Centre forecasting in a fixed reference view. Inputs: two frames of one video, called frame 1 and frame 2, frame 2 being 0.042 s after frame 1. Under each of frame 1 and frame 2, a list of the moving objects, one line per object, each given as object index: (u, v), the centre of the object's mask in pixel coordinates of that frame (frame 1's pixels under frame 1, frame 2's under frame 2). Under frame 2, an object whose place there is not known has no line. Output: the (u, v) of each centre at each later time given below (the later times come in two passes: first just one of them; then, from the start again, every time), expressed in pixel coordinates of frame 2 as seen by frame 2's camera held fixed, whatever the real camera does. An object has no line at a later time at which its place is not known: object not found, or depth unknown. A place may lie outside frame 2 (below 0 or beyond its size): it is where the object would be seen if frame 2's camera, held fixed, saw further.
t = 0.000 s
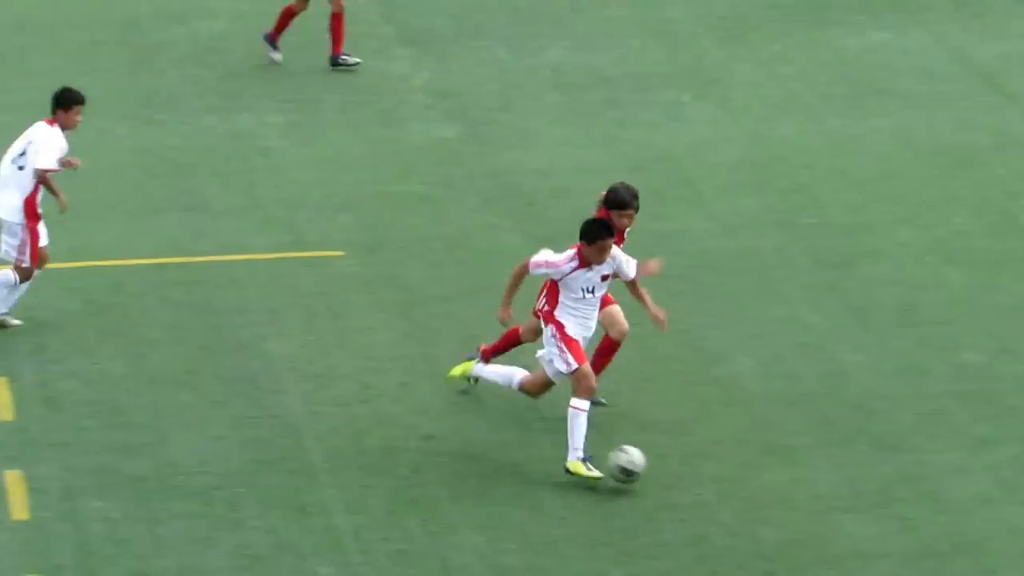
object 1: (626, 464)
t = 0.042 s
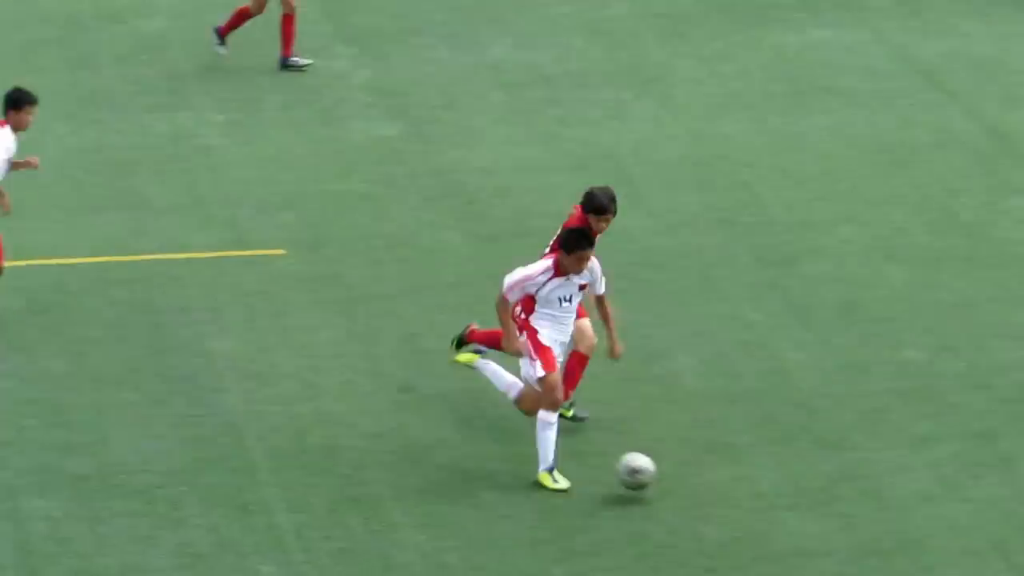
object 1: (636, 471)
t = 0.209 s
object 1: (900, 514)
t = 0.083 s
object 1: (704, 483)
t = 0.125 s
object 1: (773, 500)
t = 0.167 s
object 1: (837, 508)
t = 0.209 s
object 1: (900, 514)
